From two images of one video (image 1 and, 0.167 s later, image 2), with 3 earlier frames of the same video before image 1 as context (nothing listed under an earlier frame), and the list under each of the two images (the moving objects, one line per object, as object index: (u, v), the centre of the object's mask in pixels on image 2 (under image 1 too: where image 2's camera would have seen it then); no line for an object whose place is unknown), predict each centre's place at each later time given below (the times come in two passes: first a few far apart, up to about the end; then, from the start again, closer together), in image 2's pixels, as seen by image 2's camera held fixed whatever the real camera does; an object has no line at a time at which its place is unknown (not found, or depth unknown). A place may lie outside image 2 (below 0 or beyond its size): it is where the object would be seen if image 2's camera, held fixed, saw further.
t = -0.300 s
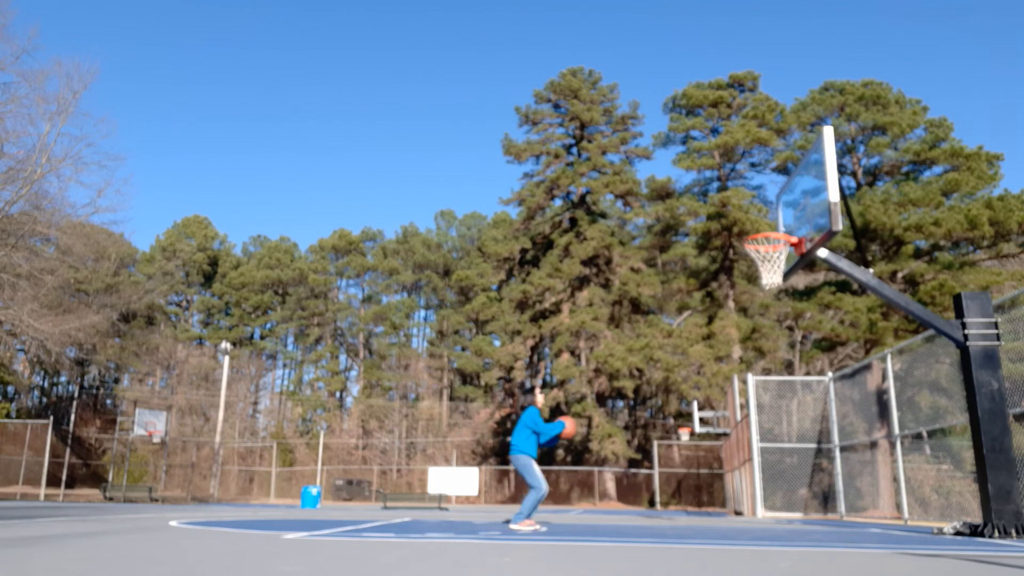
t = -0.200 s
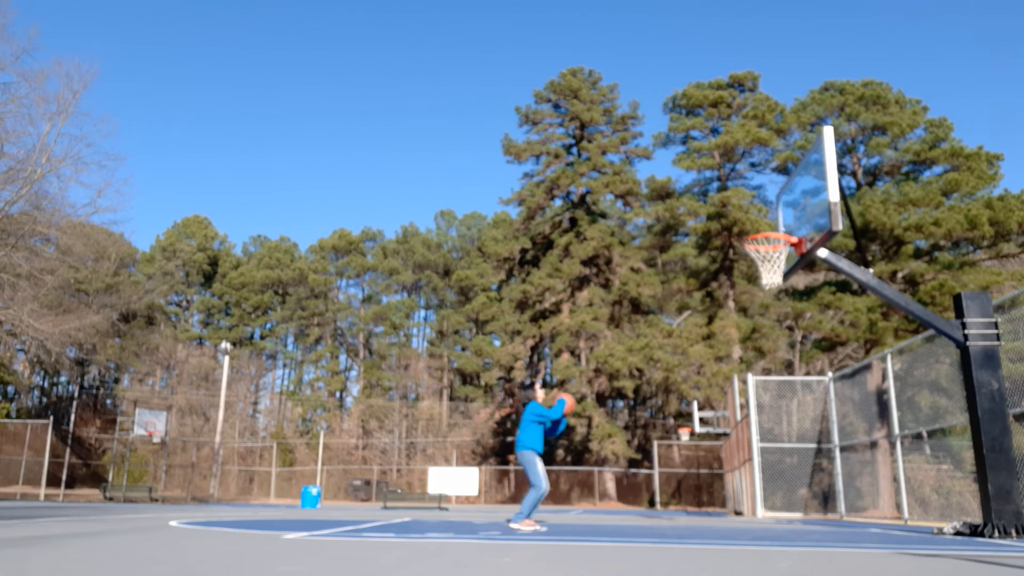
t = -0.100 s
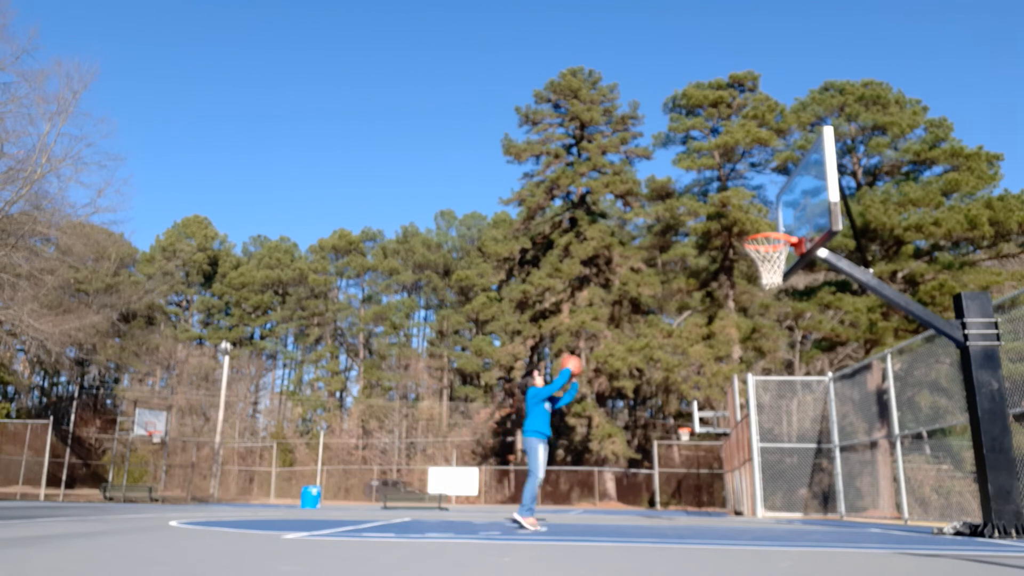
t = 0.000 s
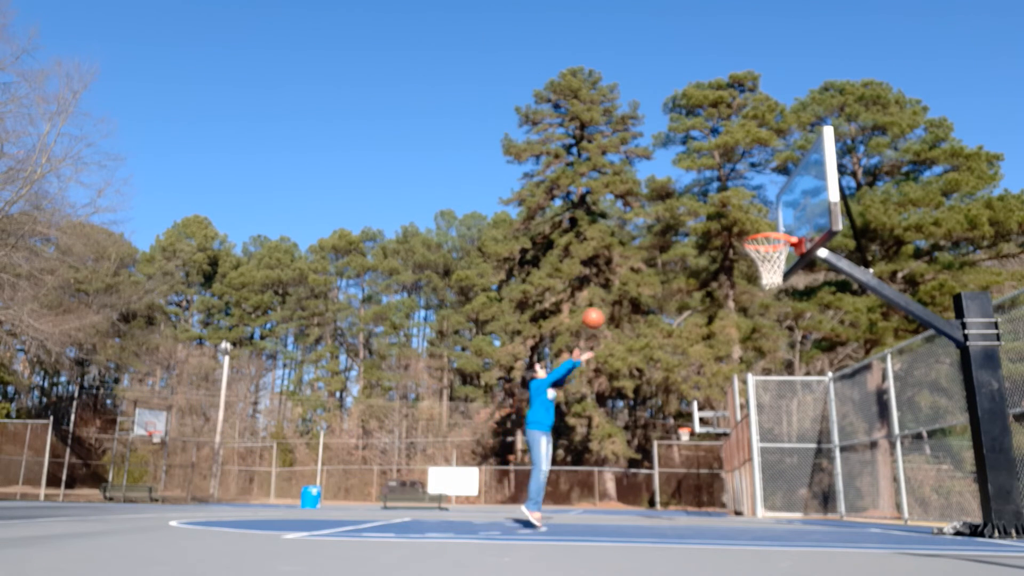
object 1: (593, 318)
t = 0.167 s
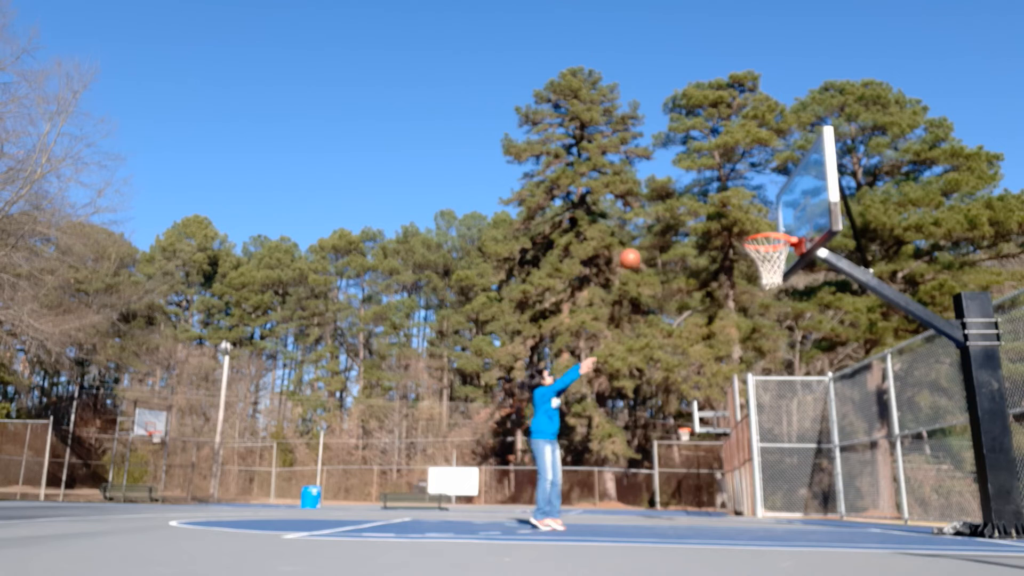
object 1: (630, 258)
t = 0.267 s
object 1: (652, 235)
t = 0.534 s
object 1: (711, 213)
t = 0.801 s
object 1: (768, 229)
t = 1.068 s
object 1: (792, 224)
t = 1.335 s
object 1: (794, 239)
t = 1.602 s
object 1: (798, 316)
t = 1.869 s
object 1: (807, 484)
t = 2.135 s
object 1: (800, 409)
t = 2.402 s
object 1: (792, 334)
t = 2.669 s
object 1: (788, 335)
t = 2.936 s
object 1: (789, 423)
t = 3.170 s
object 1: (788, 493)
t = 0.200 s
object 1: (637, 250)
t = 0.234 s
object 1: (645, 242)
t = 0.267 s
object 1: (652, 235)
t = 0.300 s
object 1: (659, 229)
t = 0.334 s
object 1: (667, 224)
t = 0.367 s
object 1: (674, 220)
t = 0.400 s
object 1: (681, 217)
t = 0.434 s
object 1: (689, 215)
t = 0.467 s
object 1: (697, 213)
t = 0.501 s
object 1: (704, 213)
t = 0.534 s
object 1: (711, 213)
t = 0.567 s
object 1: (719, 215)
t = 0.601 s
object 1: (727, 217)
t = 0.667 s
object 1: (742, 224)
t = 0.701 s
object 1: (750, 228)
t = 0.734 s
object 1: (757, 232)
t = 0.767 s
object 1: (762, 230)
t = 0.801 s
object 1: (768, 229)
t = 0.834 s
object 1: (772, 229)
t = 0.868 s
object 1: (778, 229)
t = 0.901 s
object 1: (780, 227)
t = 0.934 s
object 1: (783, 226)
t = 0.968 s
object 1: (785, 225)
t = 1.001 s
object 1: (787, 224)
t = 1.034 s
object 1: (789, 224)
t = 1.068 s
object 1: (792, 224)
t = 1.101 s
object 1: (794, 225)
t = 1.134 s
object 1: (796, 225)
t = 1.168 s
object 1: (796, 225)
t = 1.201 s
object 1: (794, 227)
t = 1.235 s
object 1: (794, 228)
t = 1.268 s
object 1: (794, 230)
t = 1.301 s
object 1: (795, 234)
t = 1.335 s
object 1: (794, 239)
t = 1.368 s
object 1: (795, 245)
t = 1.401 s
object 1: (795, 251)
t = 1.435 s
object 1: (796, 259)
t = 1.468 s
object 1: (796, 268)
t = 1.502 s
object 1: (796, 278)
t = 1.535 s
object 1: (797, 290)
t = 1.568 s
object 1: (797, 302)
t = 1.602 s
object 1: (798, 316)
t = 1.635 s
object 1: (799, 332)
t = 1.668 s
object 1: (800, 349)
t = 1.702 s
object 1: (800, 367)
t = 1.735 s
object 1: (801, 388)
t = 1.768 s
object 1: (802, 409)
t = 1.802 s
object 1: (804, 432)
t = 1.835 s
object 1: (805, 457)
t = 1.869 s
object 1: (807, 484)
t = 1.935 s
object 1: (808, 517)
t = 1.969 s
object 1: (807, 496)
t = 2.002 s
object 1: (805, 476)
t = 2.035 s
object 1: (804, 458)
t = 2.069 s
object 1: (803, 441)
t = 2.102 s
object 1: (801, 425)
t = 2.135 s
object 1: (800, 409)
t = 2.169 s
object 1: (799, 396)
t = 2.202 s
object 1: (797, 383)
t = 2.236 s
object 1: (796, 372)
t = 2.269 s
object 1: (795, 362)
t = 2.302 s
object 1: (794, 353)
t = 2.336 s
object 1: (793, 345)
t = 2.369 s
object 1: (793, 339)
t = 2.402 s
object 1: (792, 334)
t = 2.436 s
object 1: (791, 329)
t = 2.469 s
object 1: (791, 327)
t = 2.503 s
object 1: (790, 325)
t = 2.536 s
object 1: (790, 325)
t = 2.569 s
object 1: (789, 325)
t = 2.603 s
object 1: (789, 327)
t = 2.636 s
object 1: (789, 330)
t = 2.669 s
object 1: (788, 335)
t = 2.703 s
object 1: (789, 341)
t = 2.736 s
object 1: (788, 348)
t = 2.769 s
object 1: (788, 357)
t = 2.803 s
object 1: (788, 367)
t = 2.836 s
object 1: (788, 379)
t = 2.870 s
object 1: (789, 392)
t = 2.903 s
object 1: (789, 407)
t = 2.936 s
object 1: (789, 423)
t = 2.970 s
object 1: (790, 441)
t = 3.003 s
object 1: (791, 461)
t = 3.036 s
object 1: (791, 482)
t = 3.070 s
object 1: (792, 505)
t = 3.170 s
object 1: (788, 493)
